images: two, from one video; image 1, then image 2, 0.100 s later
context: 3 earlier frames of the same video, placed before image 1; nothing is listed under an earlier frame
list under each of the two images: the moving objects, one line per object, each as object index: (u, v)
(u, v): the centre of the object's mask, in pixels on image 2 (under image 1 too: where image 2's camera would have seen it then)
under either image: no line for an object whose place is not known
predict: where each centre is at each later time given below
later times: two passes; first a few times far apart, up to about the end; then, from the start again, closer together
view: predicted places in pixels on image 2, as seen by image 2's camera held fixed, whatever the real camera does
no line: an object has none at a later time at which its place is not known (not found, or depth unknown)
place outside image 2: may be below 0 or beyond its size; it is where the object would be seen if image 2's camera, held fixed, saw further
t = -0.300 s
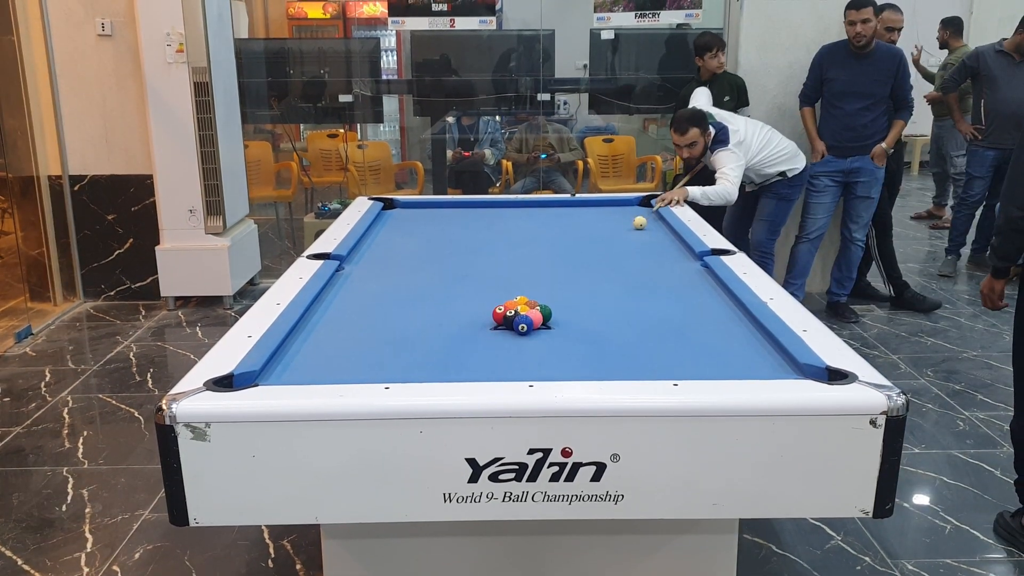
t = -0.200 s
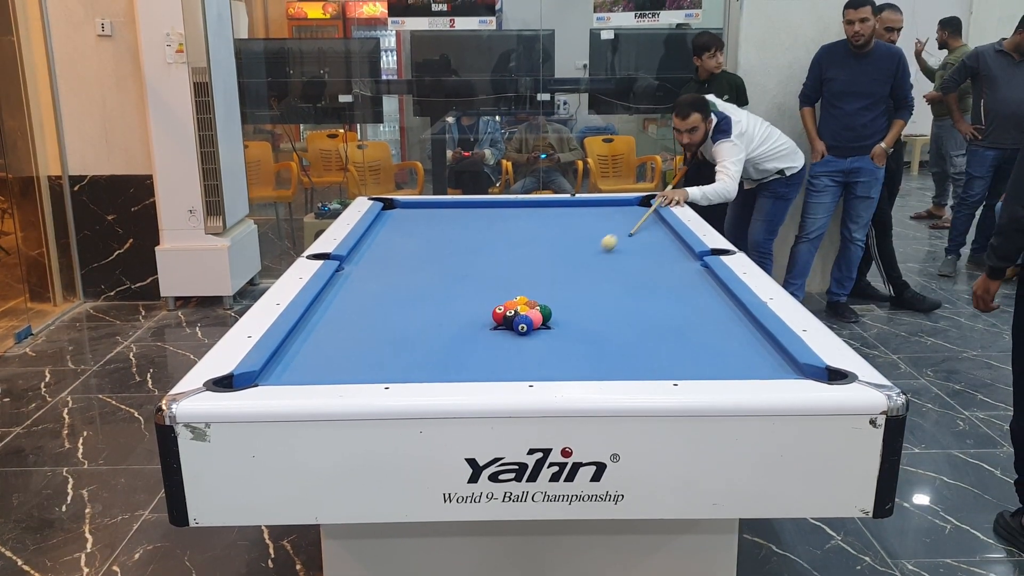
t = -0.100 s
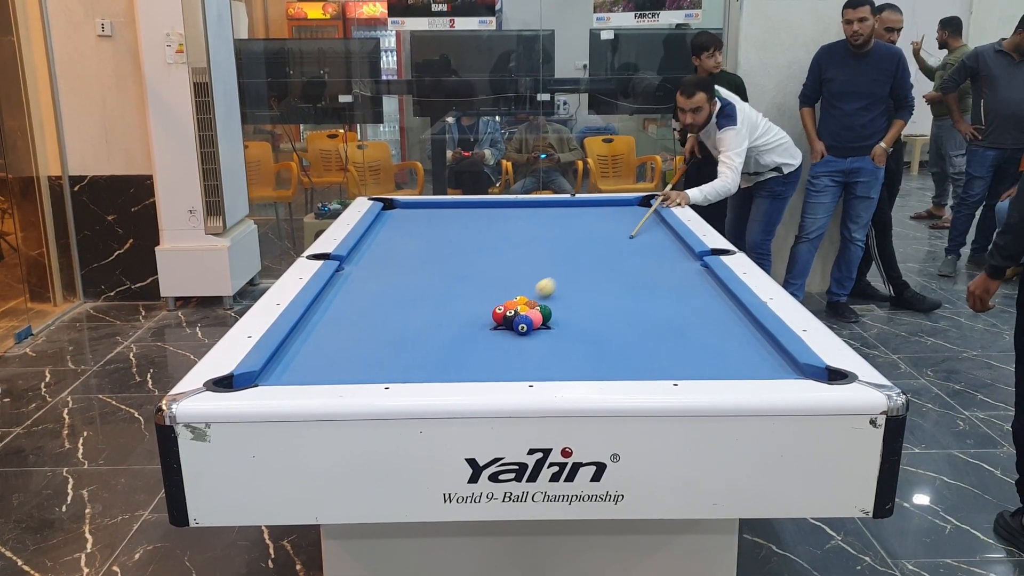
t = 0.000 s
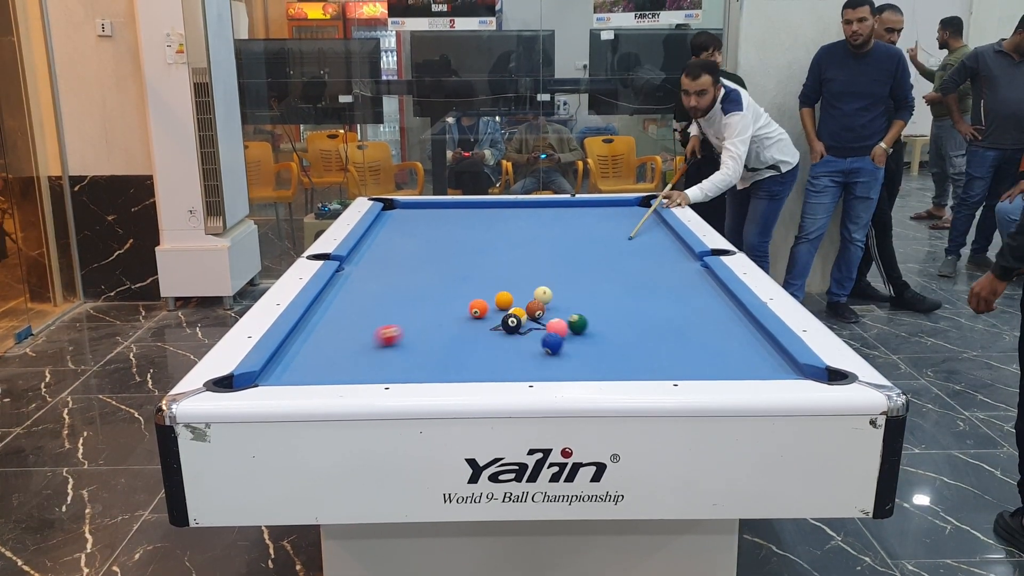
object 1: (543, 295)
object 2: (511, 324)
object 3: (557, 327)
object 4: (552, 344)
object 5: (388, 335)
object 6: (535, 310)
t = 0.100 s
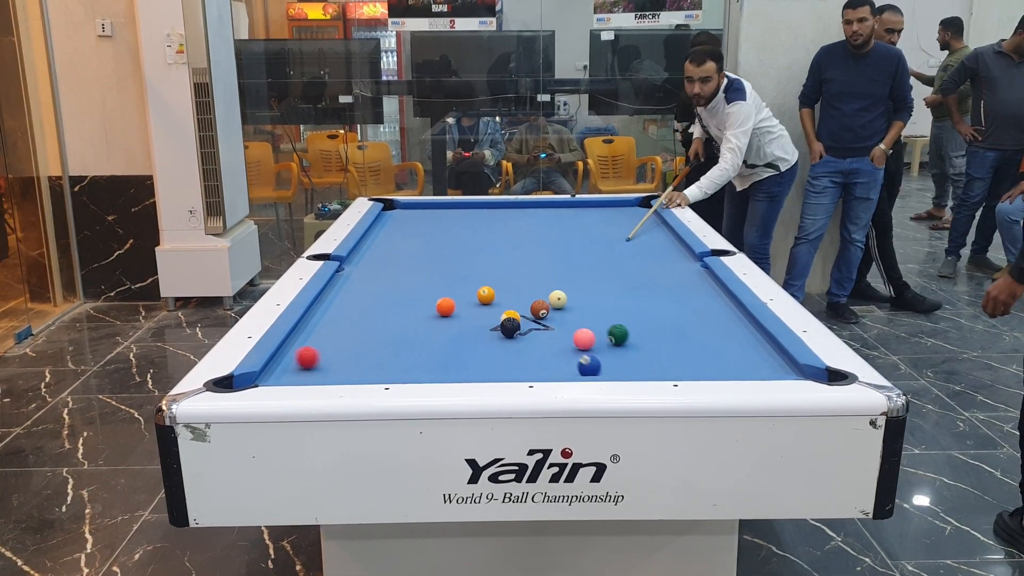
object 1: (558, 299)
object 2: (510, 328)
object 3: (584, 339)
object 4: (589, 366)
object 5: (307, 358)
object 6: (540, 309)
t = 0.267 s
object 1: (573, 302)
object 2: (508, 334)
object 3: (634, 353)
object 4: (619, 364)
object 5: (442, 370)
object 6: (547, 308)
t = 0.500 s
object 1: (593, 304)
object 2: (506, 342)
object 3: (727, 347)
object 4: (619, 368)
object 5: (599, 364)
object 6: (555, 307)
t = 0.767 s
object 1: (615, 307)
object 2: (504, 352)
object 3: (735, 345)
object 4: (655, 366)
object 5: (716, 337)
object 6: (564, 306)
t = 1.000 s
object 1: (633, 309)
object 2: (501, 362)
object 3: (686, 342)
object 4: (681, 358)
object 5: (704, 315)
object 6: (570, 305)
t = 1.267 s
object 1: (652, 311)
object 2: (499, 368)
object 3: (630, 341)
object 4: (707, 348)
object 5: (626, 293)
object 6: (575, 305)
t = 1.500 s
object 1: (668, 313)
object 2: (497, 371)
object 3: (585, 340)
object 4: (727, 340)
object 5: (570, 278)
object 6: (578, 305)
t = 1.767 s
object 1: (684, 316)
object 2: (494, 370)
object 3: (537, 339)
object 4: (748, 332)
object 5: (518, 261)
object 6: (580, 305)
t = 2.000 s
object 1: (696, 317)
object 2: (492, 366)
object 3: (498, 337)
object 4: (744, 327)
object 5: (475, 251)
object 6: (581, 305)
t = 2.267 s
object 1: (707, 319)
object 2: (491, 364)
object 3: (455, 336)
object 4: (727, 323)
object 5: (433, 240)
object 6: (581, 305)
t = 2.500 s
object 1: (702, 317)
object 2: (490, 360)
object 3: (419, 335)
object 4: (729, 323)
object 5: (401, 231)
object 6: (580, 305)
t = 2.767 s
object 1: (698, 315)
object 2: (489, 357)
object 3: (381, 333)
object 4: (730, 323)
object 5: (384, 222)
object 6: (580, 305)
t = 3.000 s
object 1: (695, 314)
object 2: (489, 356)
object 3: (350, 333)
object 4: (730, 323)
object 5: (403, 218)
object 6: (580, 305)
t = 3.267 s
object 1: (695, 313)
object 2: (489, 355)
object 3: (316, 331)
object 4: (730, 323)
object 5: (423, 213)
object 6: (580, 305)
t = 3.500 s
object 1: (695, 313)
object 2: (490, 354)
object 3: (309, 330)
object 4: (730, 323)
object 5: (438, 208)
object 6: (580, 305)
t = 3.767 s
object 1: (695, 313)
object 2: (490, 354)
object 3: (328, 330)
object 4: (730, 323)
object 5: (454, 205)
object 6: (580, 305)
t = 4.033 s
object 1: (695, 313)
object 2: (490, 354)
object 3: (344, 329)
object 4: (730, 323)
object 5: (463, 206)
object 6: (580, 305)
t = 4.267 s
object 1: (695, 313)
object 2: (490, 354)
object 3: (357, 328)
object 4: (730, 323)
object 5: (470, 208)
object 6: (580, 305)
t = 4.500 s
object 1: (695, 313)
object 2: (490, 354)
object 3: (368, 327)
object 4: (730, 323)
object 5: (476, 209)
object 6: (580, 305)
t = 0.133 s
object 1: (561, 300)
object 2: (510, 329)
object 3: (593, 343)
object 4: (601, 370)
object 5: (336, 360)
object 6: (541, 309)
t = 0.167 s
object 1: (564, 300)
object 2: (510, 331)
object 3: (602, 346)
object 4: (608, 369)
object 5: (364, 364)
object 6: (543, 309)
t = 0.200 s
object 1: (567, 301)
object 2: (509, 331)
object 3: (611, 348)
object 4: (613, 367)
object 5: (391, 367)
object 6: (544, 309)
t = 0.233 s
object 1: (570, 301)
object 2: (509, 333)
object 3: (621, 349)
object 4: (617, 364)
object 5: (417, 368)
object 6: (545, 309)
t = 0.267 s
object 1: (573, 302)
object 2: (508, 334)
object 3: (634, 353)
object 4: (619, 364)
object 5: (442, 370)
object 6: (547, 308)
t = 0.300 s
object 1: (576, 302)
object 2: (508, 334)
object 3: (647, 352)
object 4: (618, 365)
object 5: (466, 371)
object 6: (548, 308)
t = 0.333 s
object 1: (578, 302)
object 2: (508, 336)
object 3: (661, 350)
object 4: (618, 366)
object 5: (490, 372)
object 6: (549, 308)
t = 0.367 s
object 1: (581, 303)
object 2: (507, 338)
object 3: (675, 349)
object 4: (618, 366)
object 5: (513, 370)
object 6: (551, 308)
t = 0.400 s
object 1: (584, 303)
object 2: (507, 340)
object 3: (688, 349)
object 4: (618, 367)
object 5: (535, 369)
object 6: (552, 308)
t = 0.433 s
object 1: (587, 303)
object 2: (507, 341)
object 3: (701, 348)
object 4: (618, 367)
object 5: (557, 367)
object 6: (553, 307)
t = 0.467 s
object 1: (590, 303)
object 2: (507, 341)
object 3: (714, 348)
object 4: (618, 367)
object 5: (579, 366)
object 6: (554, 307)
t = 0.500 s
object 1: (593, 304)
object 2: (506, 342)
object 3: (727, 347)
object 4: (619, 368)
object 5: (599, 364)
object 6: (555, 307)
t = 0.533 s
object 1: (595, 304)
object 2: (506, 343)
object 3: (740, 347)
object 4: (625, 369)
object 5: (613, 359)
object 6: (557, 306)
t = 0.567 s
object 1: (598, 304)
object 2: (505, 344)
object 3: (753, 346)
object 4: (631, 370)
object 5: (630, 355)
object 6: (558, 307)
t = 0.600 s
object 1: (601, 305)
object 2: (505, 345)
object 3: (766, 346)
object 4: (635, 369)
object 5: (645, 353)
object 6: (559, 306)
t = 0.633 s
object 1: (604, 305)
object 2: (505, 347)
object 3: (766, 346)
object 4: (640, 369)
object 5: (660, 350)
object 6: (560, 306)
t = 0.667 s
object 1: (606, 305)
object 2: (505, 349)
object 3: (758, 346)
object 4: (644, 368)
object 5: (674, 346)
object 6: (561, 306)
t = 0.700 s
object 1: (609, 306)
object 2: (505, 351)
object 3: (750, 345)
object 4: (648, 367)
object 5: (688, 343)
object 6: (562, 306)
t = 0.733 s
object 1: (612, 306)
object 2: (504, 351)
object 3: (743, 345)
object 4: (651, 367)
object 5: (702, 340)
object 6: (563, 306)
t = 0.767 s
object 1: (615, 307)
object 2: (504, 352)
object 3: (735, 345)
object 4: (655, 366)
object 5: (716, 337)
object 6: (564, 306)
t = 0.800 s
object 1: (617, 307)
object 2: (504, 354)
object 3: (728, 345)
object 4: (659, 365)
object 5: (730, 330)
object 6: (565, 306)
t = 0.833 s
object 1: (620, 307)
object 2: (504, 354)
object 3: (721, 345)
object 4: (663, 364)
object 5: (743, 331)
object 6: (566, 306)
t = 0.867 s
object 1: (623, 308)
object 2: (503, 356)
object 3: (714, 345)
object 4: (667, 363)
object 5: (754, 328)
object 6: (567, 306)
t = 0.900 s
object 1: (625, 308)
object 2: (502, 357)
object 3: (706, 345)
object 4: (670, 362)
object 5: (739, 324)
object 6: (568, 306)
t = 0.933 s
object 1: (628, 308)
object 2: (502, 359)
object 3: (699, 344)
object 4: (674, 361)
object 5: (726, 321)
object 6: (568, 306)
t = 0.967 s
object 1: (630, 309)
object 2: (502, 360)
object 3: (692, 344)
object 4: (677, 360)
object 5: (714, 318)
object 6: (569, 306)
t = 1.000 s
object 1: (633, 309)
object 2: (501, 362)
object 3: (686, 342)
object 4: (681, 358)
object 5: (704, 315)
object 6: (570, 305)
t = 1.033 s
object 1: (635, 309)
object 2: (501, 362)
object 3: (676, 342)
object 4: (685, 357)
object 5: (693, 312)
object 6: (571, 305)
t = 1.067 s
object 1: (638, 310)
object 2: (501, 363)
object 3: (671, 343)
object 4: (688, 356)
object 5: (683, 309)
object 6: (571, 305)
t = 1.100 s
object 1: (640, 310)
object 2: (500, 364)
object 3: (664, 343)
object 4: (691, 354)
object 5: (673, 307)
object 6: (572, 305)
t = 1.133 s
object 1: (643, 310)
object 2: (500, 365)
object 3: (657, 343)
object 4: (694, 353)
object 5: (663, 304)
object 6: (572, 305)
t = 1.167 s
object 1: (645, 310)
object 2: (499, 365)
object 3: (650, 342)
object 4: (698, 351)
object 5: (655, 299)
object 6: (573, 305)
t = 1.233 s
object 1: (650, 311)
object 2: (499, 368)
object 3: (637, 342)
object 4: (704, 349)
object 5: (635, 296)
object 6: (575, 305)
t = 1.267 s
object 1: (652, 311)
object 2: (499, 368)
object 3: (630, 341)
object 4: (707, 348)
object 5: (626, 293)
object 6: (575, 305)
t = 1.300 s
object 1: (654, 312)
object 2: (499, 369)
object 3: (624, 341)
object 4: (710, 346)
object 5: (618, 291)
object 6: (576, 305)
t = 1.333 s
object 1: (657, 312)
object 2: (499, 370)
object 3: (617, 341)
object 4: (713, 345)
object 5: (609, 288)
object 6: (576, 305)
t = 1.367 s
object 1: (659, 312)
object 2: (499, 371)
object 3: (611, 341)
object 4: (716, 344)
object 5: (601, 286)
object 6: (577, 305)
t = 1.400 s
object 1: (661, 312)
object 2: (497, 370)
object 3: (604, 341)
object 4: (719, 343)
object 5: (593, 284)
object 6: (577, 305)
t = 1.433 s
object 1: (663, 313)
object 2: (498, 370)
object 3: (598, 341)
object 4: (722, 342)
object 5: (585, 282)
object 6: (578, 305)
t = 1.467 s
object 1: (665, 313)
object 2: (497, 372)
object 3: (592, 341)
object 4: (725, 341)
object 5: (578, 280)
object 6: (578, 305)
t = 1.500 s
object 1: (668, 313)
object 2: (497, 371)
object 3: (585, 340)
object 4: (727, 340)
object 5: (570, 278)
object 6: (578, 305)
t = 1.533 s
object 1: (670, 314)
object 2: (497, 371)
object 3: (579, 340)
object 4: (730, 339)
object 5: (563, 276)
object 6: (579, 305)
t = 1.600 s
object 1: (674, 314)
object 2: (497, 370)
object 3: (567, 340)
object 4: (735, 337)
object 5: (549, 272)
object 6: (579, 305)
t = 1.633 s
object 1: (676, 315)
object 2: (495, 370)
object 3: (561, 339)
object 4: (738, 336)
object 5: (542, 270)
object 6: (579, 305)
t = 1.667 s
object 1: (678, 315)
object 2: (496, 371)
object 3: (555, 339)
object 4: (741, 335)
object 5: (535, 268)
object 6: (580, 305)
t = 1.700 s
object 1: (680, 315)
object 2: (495, 371)
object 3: (549, 339)
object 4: (743, 334)
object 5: (529, 266)
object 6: (580, 305)
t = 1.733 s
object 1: (682, 316)
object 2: (495, 370)
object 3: (543, 339)
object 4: (745, 333)
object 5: (522, 265)
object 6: (580, 305)
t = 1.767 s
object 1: (684, 316)
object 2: (494, 370)
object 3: (537, 339)
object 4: (748, 332)
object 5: (518, 261)
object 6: (580, 305)
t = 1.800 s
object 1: (685, 316)
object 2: (494, 369)
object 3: (532, 338)
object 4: (750, 331)
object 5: (508, 259)
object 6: (580, 305)
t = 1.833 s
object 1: (687, 316)
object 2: (493, 368)
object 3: (526, 338)
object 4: (753, 330)
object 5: (503, 259)
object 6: (581, 305)
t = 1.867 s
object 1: (689, 316)
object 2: (493, 368)
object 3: (520, 338)
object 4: (753, 329)
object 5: (497, 257)
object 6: (581, 305)
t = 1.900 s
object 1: (691, 316)
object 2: (493, 367)
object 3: (514, 337)
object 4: (751, 328)
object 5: (492, 256)
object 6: (581, 305)
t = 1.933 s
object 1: (693, 316)
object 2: (492, 367)
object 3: (509, 337)
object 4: (749, 327)
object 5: (486, 254)
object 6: (581, 305)
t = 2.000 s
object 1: (696, 317)
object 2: (492, 366)
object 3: (498, 337)
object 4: (744, 327)
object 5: (475, 251)
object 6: (581, 305)
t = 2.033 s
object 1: (698, 317)
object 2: (492, 366)
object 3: (492, 337)
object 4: (741, 326)
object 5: (469, 249)
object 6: (581, 305)
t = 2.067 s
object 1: (699, 317)
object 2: (492, 366)
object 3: (487, 337)
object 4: (739, 325)
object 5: (464, 248)
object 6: (581, 305)
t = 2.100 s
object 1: (701, 318)
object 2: (491, 365)
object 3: (481, 337)
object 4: (736, 325)
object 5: (458, 247)
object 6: (581, 305)
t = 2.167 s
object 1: (704, 318)
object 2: (491, 365)
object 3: (471, 336)
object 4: (732, 324)
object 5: (448, 244)
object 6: (581, 305)
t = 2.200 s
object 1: (705, 318)
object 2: (491, 364)
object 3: (465, 336)
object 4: (730, 323)
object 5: (443, 243)
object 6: (581, 305)
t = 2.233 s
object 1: (707, 319)
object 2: (491, 364)
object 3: (460, 336)
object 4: (728, 323)
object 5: (438, 241)
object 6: (581, 305)
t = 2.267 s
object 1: (707, 319)
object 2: (491, 364)
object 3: (455, 336)
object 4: (727, 323)
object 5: (433, 240)
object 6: (581, 305)
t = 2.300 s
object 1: (706, 318)
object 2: (491, 363)
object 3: (450, 336)
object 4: (727, 323)
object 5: (428, 238)
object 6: (580, 305)
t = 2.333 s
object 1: (705, 318)
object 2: (490, 363)
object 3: (445, 336)
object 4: (728, 323)
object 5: (424, 237)
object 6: (580, 305)
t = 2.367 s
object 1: (705, 318)
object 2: (490, 362)
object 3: (440, 335)
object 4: (728, 323)
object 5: (419, 236)
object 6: (580, 305)
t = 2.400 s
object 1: (704, 318)
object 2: (490, 362)
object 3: (435, 336)
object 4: (729, 323)
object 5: (414, 234)
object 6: (580, 305)
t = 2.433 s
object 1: (703, 317)
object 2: (490, 361)
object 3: (429, 335)
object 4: (729, 323)
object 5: (410, 233)
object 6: (580, 305)
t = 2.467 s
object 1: (703, 317)
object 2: (490, 361)
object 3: (424, 335)
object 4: (729, 323)
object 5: (406, 232)
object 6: (580, 305)
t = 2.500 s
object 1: (702, 317)
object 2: (490, 360)
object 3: (419, 335)
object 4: (729, 323)
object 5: (401, 231)
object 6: (580, 305)
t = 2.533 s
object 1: (701, 316)
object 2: (489, 360)
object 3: (415, 335)
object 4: (730, 323)
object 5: (397, 229)
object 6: (580, 305)
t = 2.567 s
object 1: (701, 316)
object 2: (489, 360)
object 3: (410, 334)
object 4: (730, 323)
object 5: (393, 228)
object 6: (580, 305)
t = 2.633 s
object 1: (700, 315)
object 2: (489, 359)
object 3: (400, 334)
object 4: (730, 323)
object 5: (384, 226)
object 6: (580, 305)
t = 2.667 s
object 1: (699, 315)
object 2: (489, 358)
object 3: (395, 333)
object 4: (730, 323)
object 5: (380, 224)
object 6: (580, 305)
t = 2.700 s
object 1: (699, 315)
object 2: (489, 358)
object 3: (391, 333)
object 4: (730, 323)
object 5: (377, 223)
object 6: (580, 305)
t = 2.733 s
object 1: (698, 315)
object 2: (489, 358)
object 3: (386, 333)
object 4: (730, 323)
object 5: (381, 222)
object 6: (580, 305)
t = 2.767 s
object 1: (698, 315)
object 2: (489, 357)
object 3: (381, 333)
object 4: (730, 323)
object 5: (384, 222)
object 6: (580, 305)
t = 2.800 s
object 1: (697, 314)
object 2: (489, 357)
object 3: (377, 333)
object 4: (730, 323)
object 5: (387, 221)
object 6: (580, 305)
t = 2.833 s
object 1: (697, 314)
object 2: (489, 357)
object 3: (372, 333)
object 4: (730, 323)
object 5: (390, 221)
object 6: (580, 305)
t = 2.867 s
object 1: (697, 314)
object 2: (489, 357)
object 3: (368, 333)
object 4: (730, 323)
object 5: (393, 220)
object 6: (580, 305)
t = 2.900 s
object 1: (696, 314)
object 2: (489, 357)
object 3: (363, 333)
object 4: (730, 323)
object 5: (395, 220)
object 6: (580, 305)
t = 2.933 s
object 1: (696, 314)
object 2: (489, 357)
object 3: (359, 333)
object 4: (730, 323)
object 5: (398, 219)
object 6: (580, 305)
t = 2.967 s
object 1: (696, 314)
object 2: (489, 356)
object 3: (354, 333)
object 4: (730, 323)
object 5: (401, 218)
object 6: (580, 305)
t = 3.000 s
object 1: (695, 314)
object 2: (489, 356)
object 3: (350, 333)
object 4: (730, 323)
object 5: (403, 218)
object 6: (580, 305)
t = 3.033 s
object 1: (695, 314)
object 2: (489, 356)
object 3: (346, 332)
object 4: (730, 323)
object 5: (406, 217)
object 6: (581, 305)
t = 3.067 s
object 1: (695, 314)
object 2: (489, 356)
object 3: (341, 332)
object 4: (730, 323)
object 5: (409, 216)
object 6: (581, 305)
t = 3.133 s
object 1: (695, 314)
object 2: (489, 355)
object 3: (333, 332)
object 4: (730, 323)
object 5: (414, 215)
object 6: (581, 305)
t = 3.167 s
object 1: (695, 313)
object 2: (489, 355)
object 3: (329, 332)
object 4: (730, 323)
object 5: (416, 214)
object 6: (580, 305)
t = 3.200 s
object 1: (695, 313)
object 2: (489, 355)
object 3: (324, 332)
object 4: (730, 323)
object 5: (418, 214)
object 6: (581, 305)
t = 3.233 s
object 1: (695, 313)
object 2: (489, 355)
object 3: (320, 332)
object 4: (730, 323)
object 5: (421, 213)
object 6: (580, 305)
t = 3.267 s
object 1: (695, 313)
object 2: (489, 355)
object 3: (316, 331)
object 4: (730, 323)
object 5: (423, 213)
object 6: (580, 305)
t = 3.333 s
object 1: (695, 313)
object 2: (490, 354)
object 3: (308, 331)
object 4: (730, 323)
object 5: (428, 211)
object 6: (580, 305)
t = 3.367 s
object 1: (695, 313)
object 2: (490, 354)
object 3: (304, 331)
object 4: (730, 323)
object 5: (430, 211)
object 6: (580, 305)
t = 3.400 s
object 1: (695, 313)
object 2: (490, 354)
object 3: (301, 331)
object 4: (730, 323)
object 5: (432, 210)
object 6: (580, 305)
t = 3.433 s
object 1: (695, 313)
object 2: (490, 354)
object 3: (303, 330)
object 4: (730, 323)
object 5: (434, 209)
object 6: (580, 305)
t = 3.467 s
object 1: (695, 313)
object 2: (490, 354)
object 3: (306, 331)
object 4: (730, 323)
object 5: (436, 209)
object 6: (580, 305)
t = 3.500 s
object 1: (695, 313)
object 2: (490, 354)
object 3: (309, 330)
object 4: (730, 323)
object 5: (438, 208)
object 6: (580, 305)
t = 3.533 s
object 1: (695, 313)
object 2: (490, 354)
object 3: (311, 330)
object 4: (730, 323)
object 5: (441, 208)
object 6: (580, 305)
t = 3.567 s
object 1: (695, 313)
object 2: (490, 354)
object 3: (314, 330)
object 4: (730, 323)
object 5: (443, 207)
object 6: (580, 305)
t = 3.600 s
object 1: (695, 313)
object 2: (490, 354)
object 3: (316, 330)
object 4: (730, 323)
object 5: (445, 207)
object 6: (581, 305)
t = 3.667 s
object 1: (695, 313)
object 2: (490, 354)
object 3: (321, 330)
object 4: (730, 323)
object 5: (449, 206)
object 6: (580, 305)
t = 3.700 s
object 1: (695, 313)
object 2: (490, 354)
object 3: (323, 330)
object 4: (730, 323)
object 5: (451, 206)
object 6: (581, 305)
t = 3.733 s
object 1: (695, 313)
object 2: (490, 354)
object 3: (326, 330)
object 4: (730, 323)
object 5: (452, 205)
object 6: (580, 305)
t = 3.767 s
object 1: (695, 313)
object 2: (490, 354)
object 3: (328, 330)
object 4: (730, 323)
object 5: (454, 205)
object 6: (580, 305)
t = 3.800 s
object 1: (695, 313)
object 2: (490, 354)
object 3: (330, 330)
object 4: (730, 323)
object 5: (456, 205)
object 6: (580, 305)
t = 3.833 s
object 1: (695, 313)
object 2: (490, 354)
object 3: (332, 330)
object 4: (730, 323)
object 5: (457, 205)
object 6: (580, 305)
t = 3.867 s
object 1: (695, 313)
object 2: (490, 354)
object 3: (334, 329)
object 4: (730, 323)
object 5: (459, 205)
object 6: (581, 305)
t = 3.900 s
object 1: (695, 313)
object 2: (490, 354)
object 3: (336, 329)
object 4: (730, 323)
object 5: (459, 205)
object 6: (580, 305)
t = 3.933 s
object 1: (695, 313)
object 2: (490, 354)
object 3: (339, 329)
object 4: (730, 323)
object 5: (461, 205)
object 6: (581, 305)
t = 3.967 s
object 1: (695, 313)
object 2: (490, 354)
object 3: (340, 329)
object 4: (730, 323)
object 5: (461, 206)
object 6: (580, 305)
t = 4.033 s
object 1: (695, 313)
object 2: (490, 354)
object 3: (344, 329)
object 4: (730, 323)
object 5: (463, 206)
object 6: (580, 305)
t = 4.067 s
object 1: (695, 313)
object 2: (490, 354)
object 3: (346, 329)
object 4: (730, 323)
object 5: (464, 206)
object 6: (580, 305)
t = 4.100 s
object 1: (695, 313)
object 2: (490, 354)
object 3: (348, 328)
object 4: (730, 323)
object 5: (465, 206)
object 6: (580, 305)
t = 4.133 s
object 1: (695, 313)
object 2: (490, 354)
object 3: (350, 328)
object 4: (730, 323)
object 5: (466, 206)
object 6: (580, 305)
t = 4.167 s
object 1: (695, 313)
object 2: (490, 354)
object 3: (352, 328)
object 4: (730, 323)
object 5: (467, 207)
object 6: (580, 305)
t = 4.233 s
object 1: (695, 313)
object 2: (490, 354)
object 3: (356, 328)
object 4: (730, 323)
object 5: (469, 207)
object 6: (580, 305)
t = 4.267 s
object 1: (695, 313)
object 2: (490, 354)
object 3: (357, 328)
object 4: (730, 323)
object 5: (470, 208)
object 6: (580, 305)
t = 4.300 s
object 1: (695, 313)
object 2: (490, 354)
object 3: (359, 328)
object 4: (730, 323)
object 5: (471, 208)
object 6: (580, 305)
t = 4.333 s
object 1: (695, 313)
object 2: (490, 354)
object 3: (360, 328)
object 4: (730, 323)
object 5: (472, 208)
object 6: (580, 305)
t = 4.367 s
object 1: (695, 313)
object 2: (490, 354)
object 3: (362, 328)
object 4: (730, 323)
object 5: (472, 208)
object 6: (580, 305)
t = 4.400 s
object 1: (695, 313)
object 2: (490, 354)
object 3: (364, 327)
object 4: (730, 323)
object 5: (473, 209)
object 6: (580, 305)
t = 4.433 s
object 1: (695, 313)
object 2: (490, 354)
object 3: (365, 327)
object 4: (730, 323)
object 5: (474, 209)
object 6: (580, 305)
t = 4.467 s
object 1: (695, 313)
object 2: (490, 354)
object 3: (367, 327)
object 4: (730, 323)
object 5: (475, 209)
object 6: (580, 305)
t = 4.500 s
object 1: (695, 313)
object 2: (490, 354)
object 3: (368, 327)
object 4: (730, 323)
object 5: (476, 209)
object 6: (580, 305)
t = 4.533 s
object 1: (695, 313)
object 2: (490, 354)
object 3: (370, 327)
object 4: (730, 323)
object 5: (477, 209)
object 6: (580, 305)
